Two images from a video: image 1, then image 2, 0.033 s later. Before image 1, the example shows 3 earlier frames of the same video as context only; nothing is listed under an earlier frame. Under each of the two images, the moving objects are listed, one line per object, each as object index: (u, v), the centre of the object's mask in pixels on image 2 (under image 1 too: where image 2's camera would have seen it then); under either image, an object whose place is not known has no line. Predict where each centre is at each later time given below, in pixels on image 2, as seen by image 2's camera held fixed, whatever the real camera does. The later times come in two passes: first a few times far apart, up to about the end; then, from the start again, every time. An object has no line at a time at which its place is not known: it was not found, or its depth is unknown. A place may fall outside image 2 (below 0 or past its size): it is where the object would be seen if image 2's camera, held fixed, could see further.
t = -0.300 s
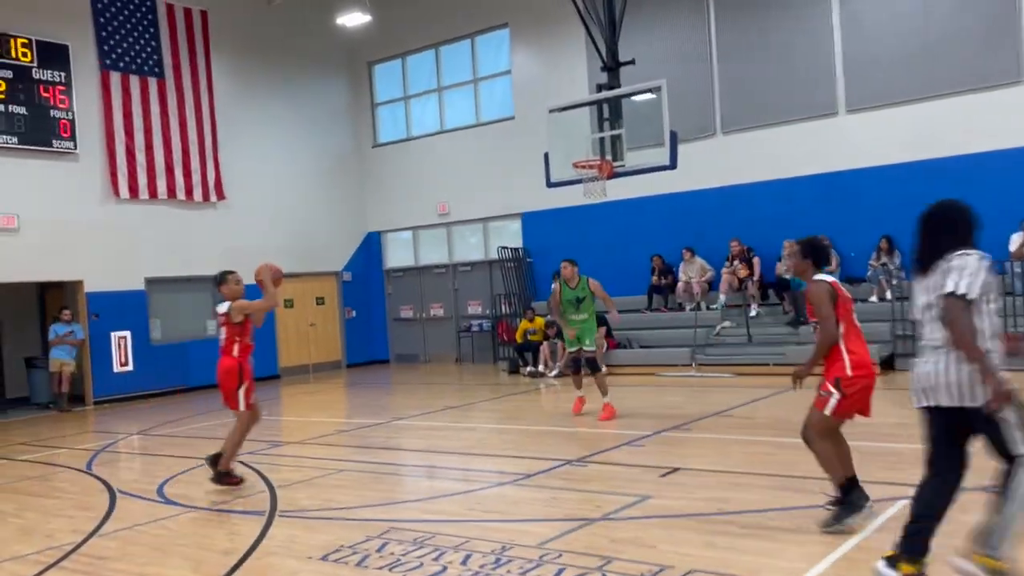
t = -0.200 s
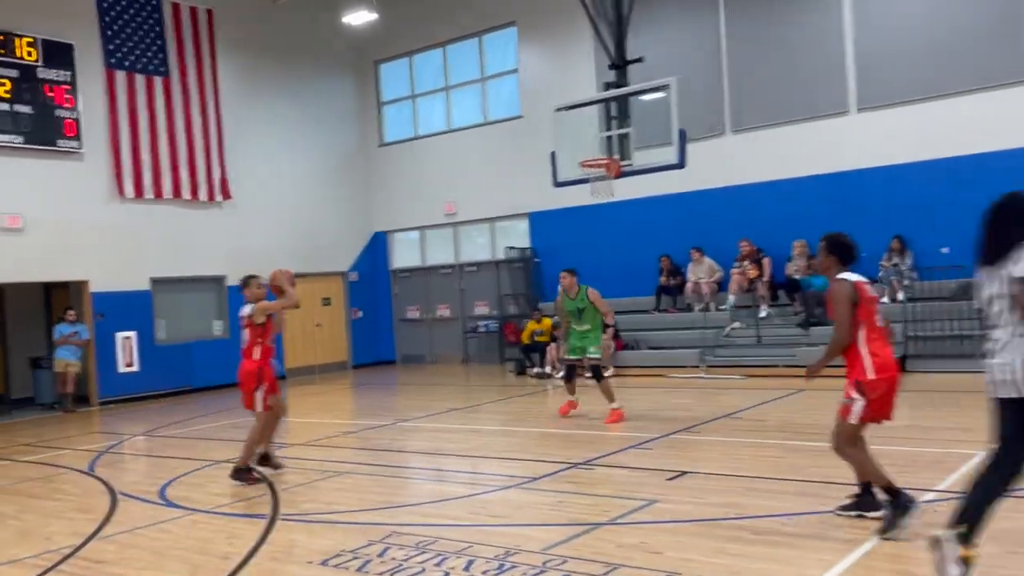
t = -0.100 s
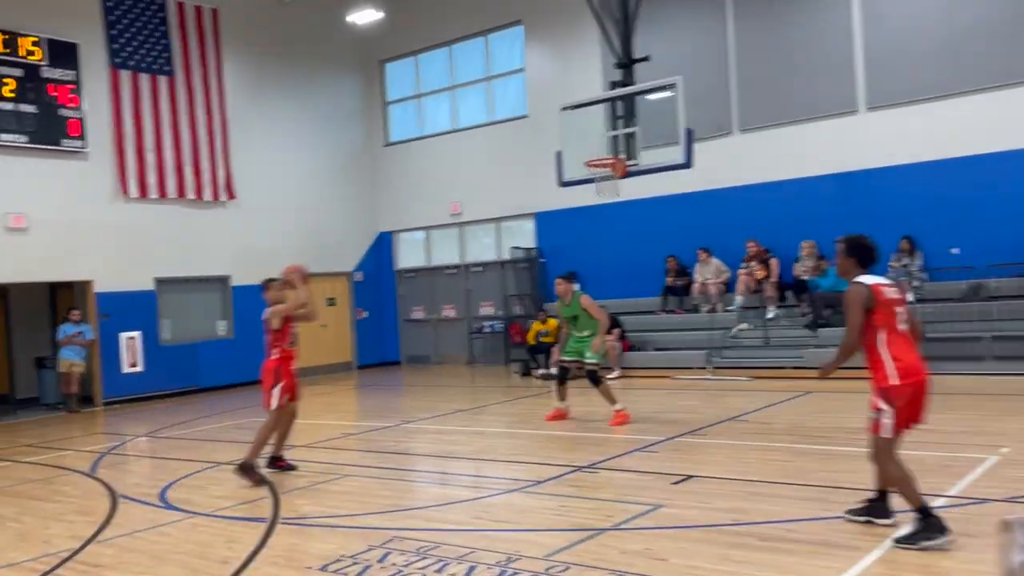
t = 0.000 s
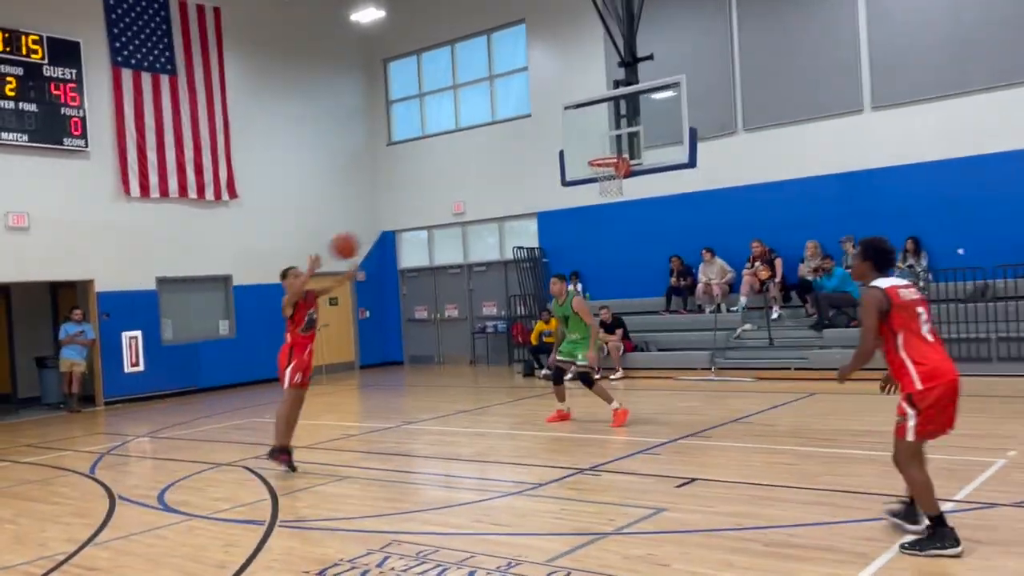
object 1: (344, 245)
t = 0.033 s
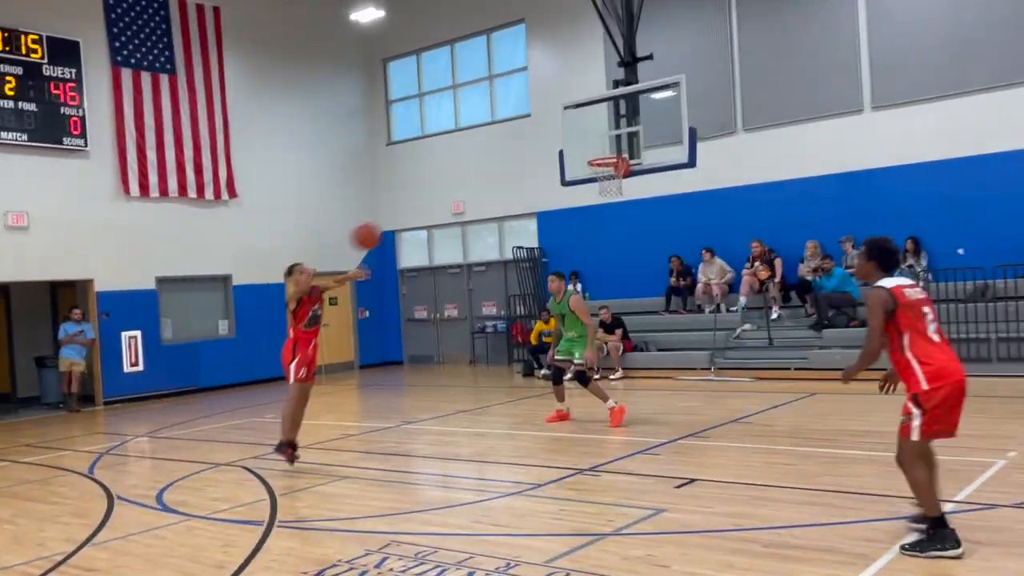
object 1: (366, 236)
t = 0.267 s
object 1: (546, 192)
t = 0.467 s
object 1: (758, 209)
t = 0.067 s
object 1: (388, 227)
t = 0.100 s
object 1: (412, 218)
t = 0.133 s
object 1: (436, 210)
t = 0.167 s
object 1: (463, 204)
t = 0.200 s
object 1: (489, 198)
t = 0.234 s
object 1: (518, 194)
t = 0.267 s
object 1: (546, 192)
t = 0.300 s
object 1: (578, 191)
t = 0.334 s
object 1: (612, 192)
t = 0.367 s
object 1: (645, 193)
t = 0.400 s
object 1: (680, 196)
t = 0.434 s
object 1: (718, 201)
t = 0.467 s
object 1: (758, 209)
